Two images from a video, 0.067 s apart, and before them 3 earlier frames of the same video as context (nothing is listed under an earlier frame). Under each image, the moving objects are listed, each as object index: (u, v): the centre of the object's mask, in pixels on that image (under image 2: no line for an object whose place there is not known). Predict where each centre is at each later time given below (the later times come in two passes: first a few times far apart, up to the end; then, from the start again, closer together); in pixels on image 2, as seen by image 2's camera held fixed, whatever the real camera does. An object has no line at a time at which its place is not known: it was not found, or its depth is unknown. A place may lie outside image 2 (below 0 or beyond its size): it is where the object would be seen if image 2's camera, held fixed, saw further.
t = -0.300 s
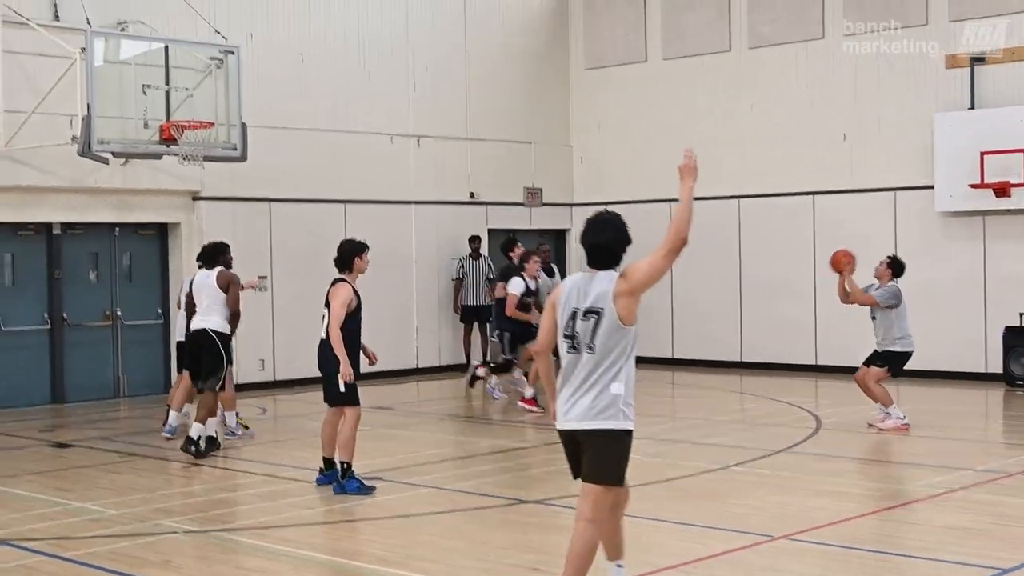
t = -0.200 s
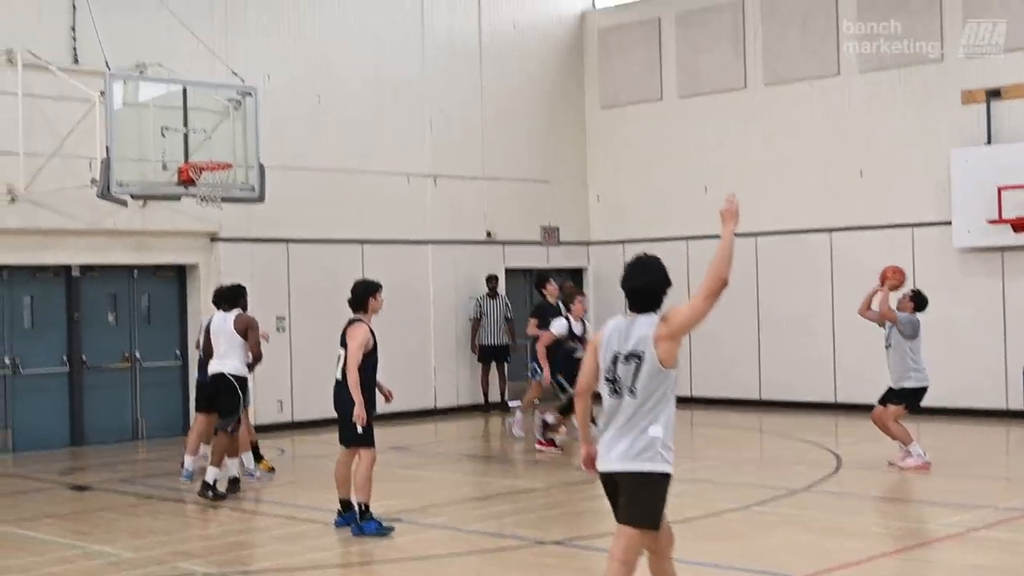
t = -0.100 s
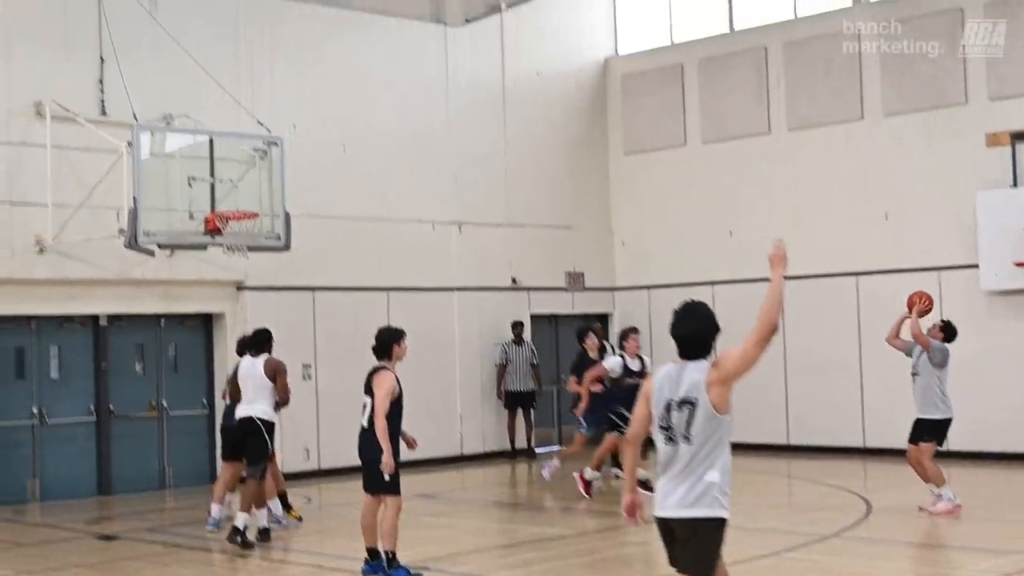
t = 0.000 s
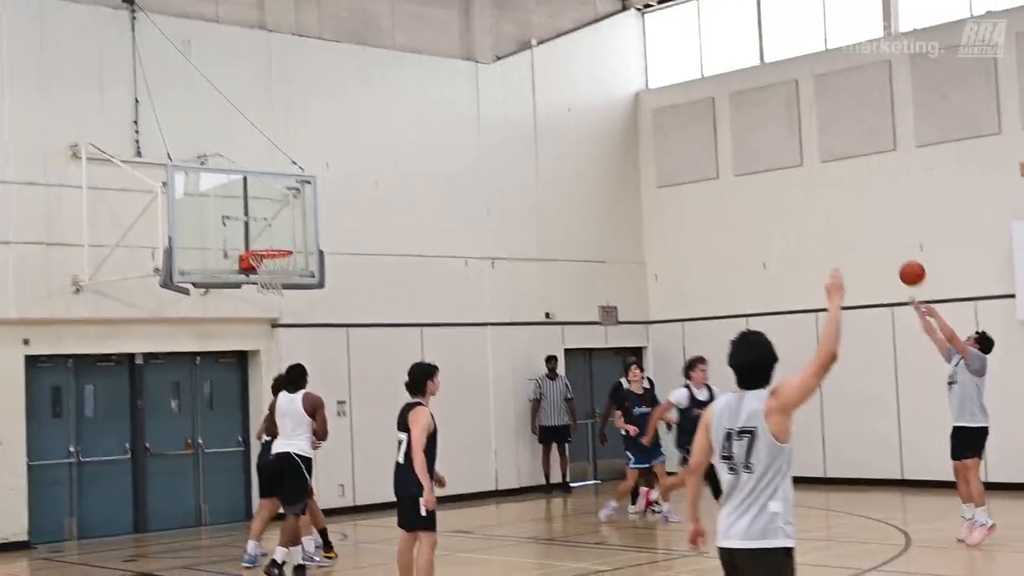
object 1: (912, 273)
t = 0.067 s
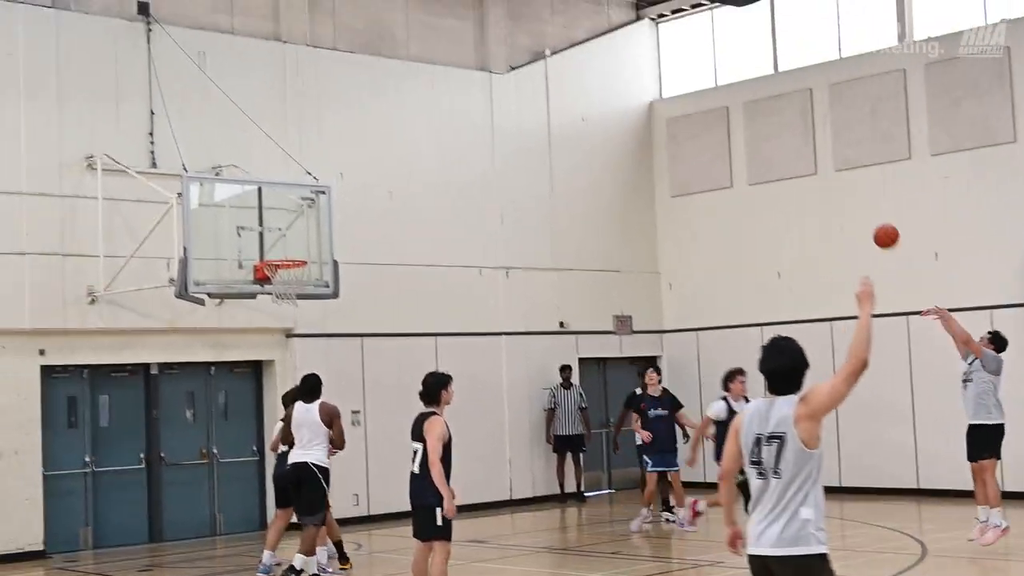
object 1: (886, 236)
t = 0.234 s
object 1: (785, 145)
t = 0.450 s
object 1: (673, 73)
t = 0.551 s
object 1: (622, 57)
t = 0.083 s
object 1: (877, 225)
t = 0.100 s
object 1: (865, 215)
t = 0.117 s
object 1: (854, 205)
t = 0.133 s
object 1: (843, 195)
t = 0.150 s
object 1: (833, 186)
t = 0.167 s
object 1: (823, 178)
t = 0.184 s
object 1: (814, 169)
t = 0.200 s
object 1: (805, 161)
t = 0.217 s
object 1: (796, 153)
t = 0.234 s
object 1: (785, 145)
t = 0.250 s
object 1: (776, 138)
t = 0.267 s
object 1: (767, 130)
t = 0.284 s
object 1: (757, 124)
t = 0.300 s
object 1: (749, 117)
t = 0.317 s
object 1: (740, 111)
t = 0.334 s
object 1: (731, 105)
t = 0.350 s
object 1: (722, 100)
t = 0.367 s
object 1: (715, 95)
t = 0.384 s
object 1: (706, 90)
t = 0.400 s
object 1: (697, 86)
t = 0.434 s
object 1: (683, 77)
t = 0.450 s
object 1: (673, 73)
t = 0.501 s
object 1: (647, 64)
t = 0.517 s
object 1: (638, 61)
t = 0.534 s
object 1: (630, 59)
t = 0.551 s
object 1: (622, 57)
